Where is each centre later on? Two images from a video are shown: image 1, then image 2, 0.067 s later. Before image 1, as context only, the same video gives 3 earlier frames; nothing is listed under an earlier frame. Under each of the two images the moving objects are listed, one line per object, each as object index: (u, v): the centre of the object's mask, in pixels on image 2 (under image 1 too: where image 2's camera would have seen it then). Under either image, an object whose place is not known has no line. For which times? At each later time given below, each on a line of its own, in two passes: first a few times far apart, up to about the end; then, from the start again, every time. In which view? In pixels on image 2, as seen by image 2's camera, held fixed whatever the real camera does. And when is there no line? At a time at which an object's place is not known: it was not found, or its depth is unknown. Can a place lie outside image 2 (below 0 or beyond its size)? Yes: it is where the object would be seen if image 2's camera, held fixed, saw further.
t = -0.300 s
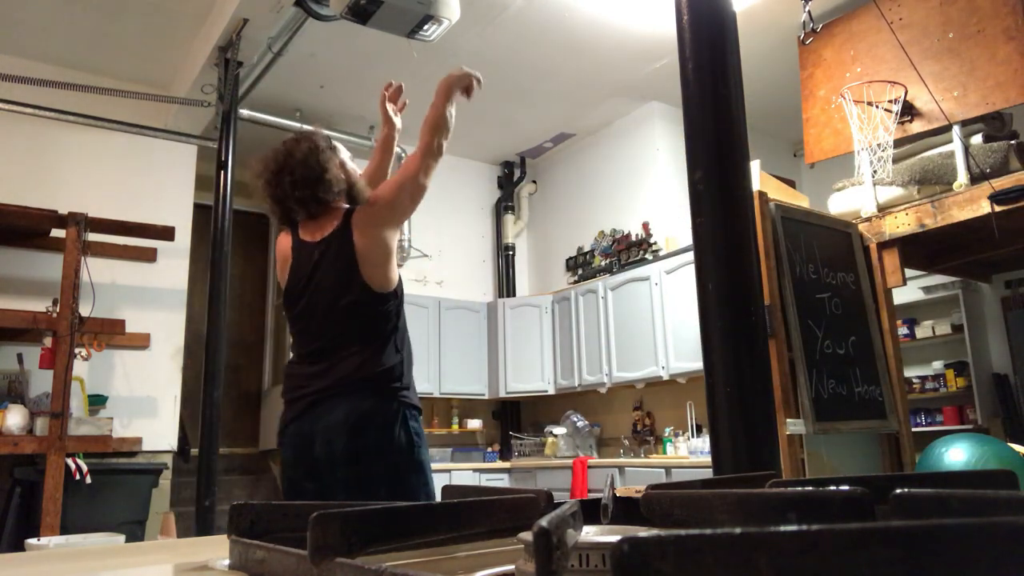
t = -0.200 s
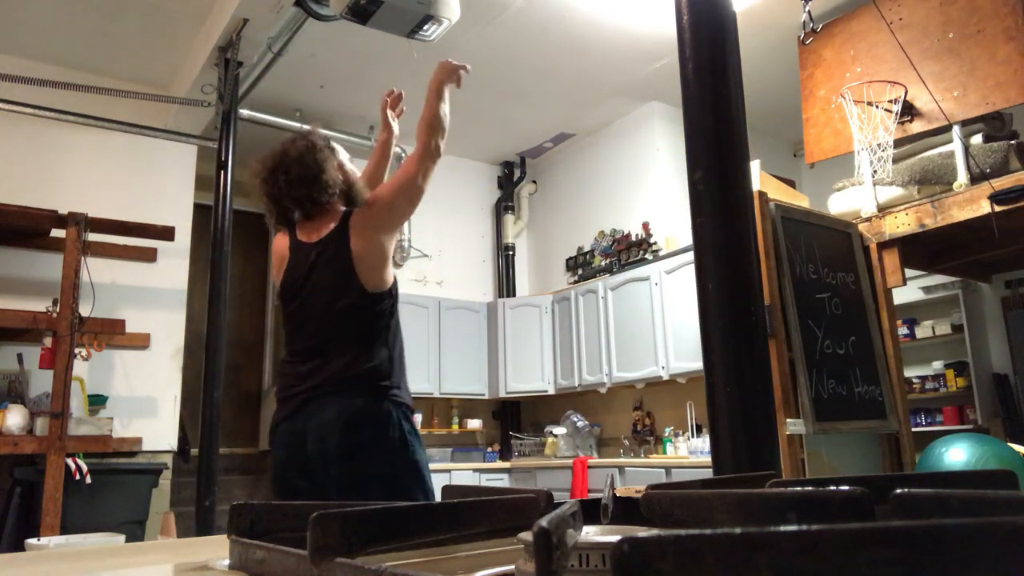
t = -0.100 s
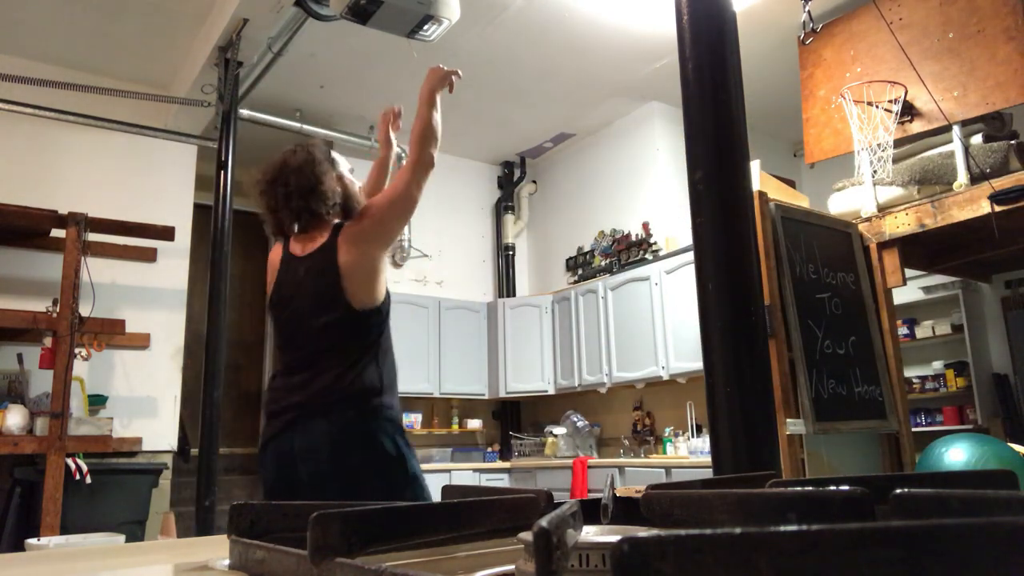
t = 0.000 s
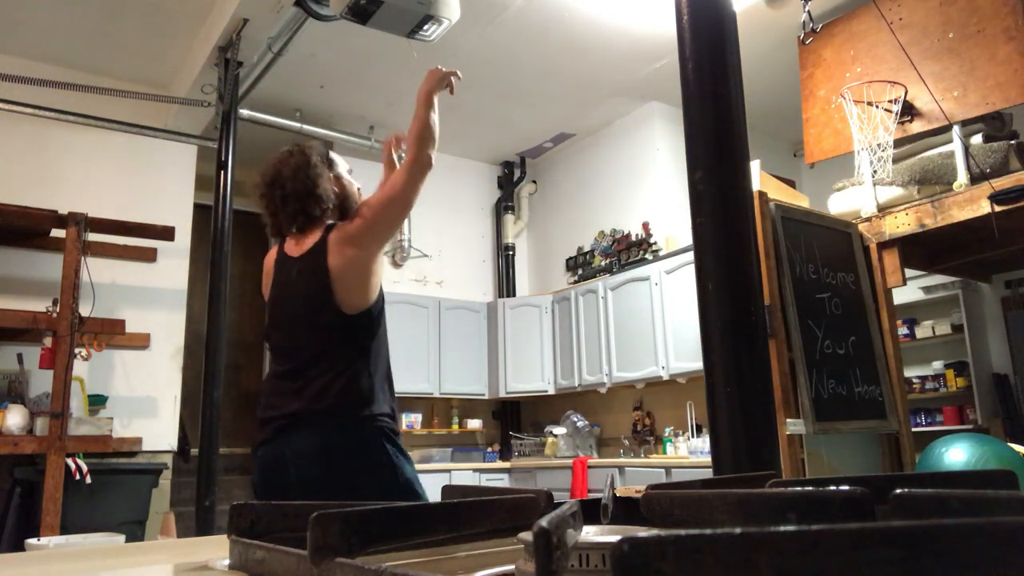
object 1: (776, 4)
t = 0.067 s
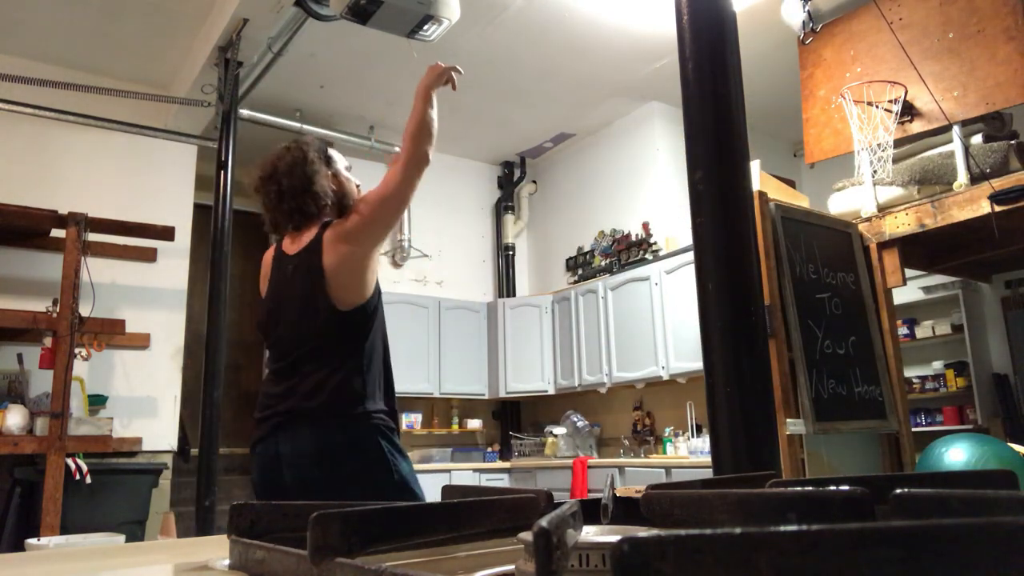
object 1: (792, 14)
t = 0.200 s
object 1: (858, 64)
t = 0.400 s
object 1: (885, 63)
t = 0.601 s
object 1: (930, 91)
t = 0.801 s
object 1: (992, 182)
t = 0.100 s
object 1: (815, 29)
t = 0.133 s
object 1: (832, 45)
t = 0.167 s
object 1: (850, 64)
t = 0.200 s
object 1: (858, 64)
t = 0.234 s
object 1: (861, 59)
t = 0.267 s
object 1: (865, 57)
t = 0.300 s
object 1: (870, 56)
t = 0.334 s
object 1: (875, 57)
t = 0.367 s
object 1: (879, 59)
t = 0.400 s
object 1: (885, 63)
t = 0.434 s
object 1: (891, 66)
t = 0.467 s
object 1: (898, 67)
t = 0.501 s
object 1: (906, 70)
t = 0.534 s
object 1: (914, 74)
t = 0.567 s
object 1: (922, 81)
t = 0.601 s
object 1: (930, 91)
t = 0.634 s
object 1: (939, 102)
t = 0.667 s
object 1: (950, 117)
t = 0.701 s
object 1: (957, 132)
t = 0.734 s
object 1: (971, 148)
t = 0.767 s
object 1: (981, 167)
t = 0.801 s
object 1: (992, 182)
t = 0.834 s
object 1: (1004, 200)
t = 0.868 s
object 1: (1010, 217)
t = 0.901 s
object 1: (1016, 235)
